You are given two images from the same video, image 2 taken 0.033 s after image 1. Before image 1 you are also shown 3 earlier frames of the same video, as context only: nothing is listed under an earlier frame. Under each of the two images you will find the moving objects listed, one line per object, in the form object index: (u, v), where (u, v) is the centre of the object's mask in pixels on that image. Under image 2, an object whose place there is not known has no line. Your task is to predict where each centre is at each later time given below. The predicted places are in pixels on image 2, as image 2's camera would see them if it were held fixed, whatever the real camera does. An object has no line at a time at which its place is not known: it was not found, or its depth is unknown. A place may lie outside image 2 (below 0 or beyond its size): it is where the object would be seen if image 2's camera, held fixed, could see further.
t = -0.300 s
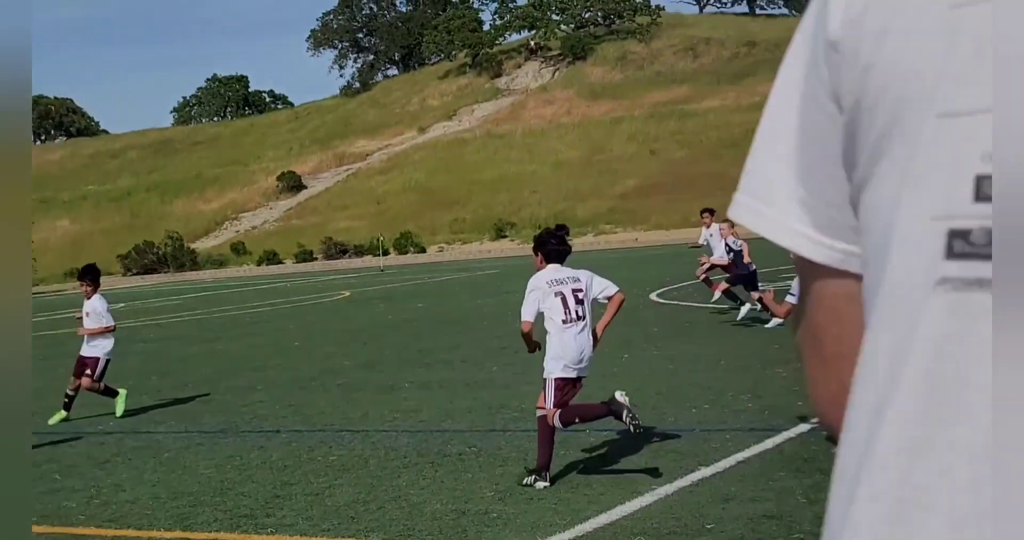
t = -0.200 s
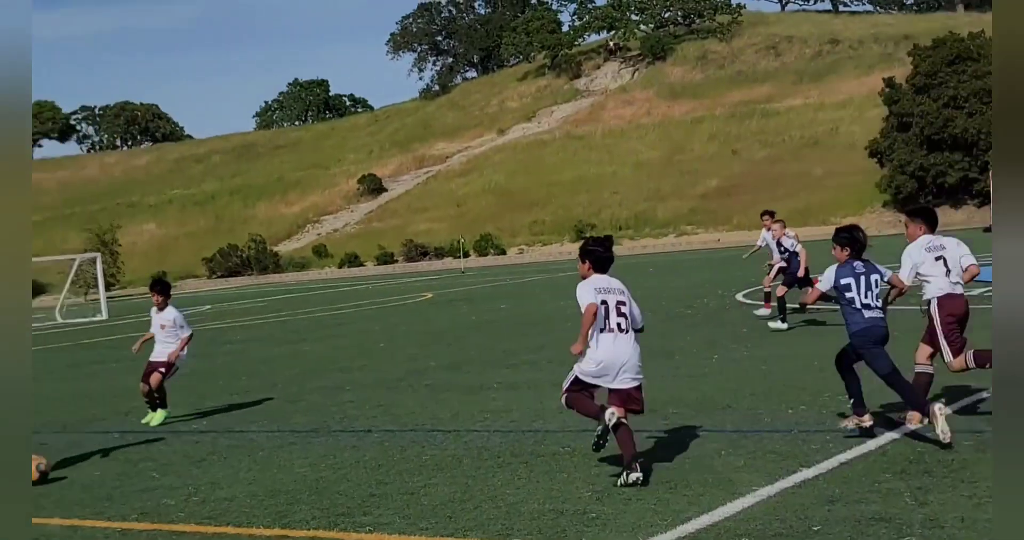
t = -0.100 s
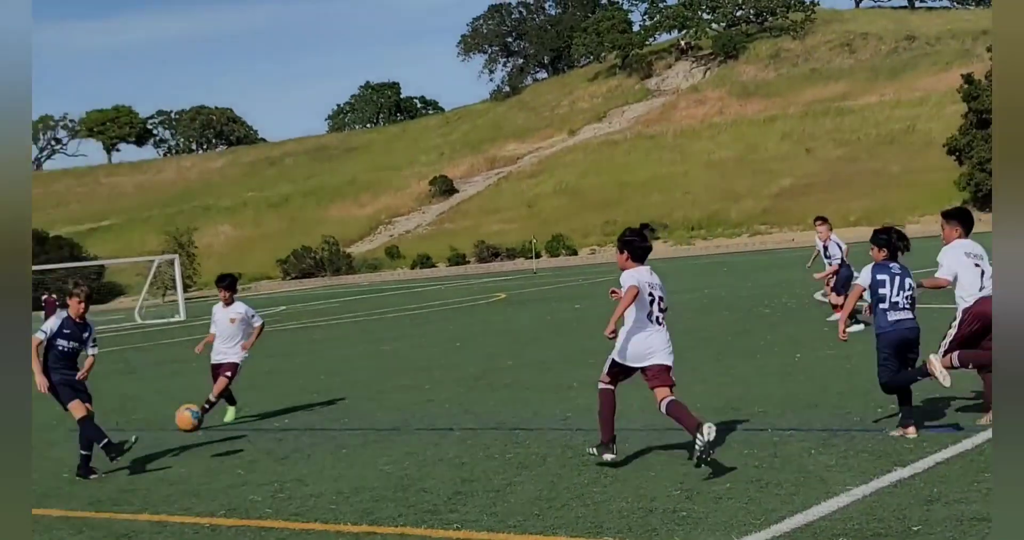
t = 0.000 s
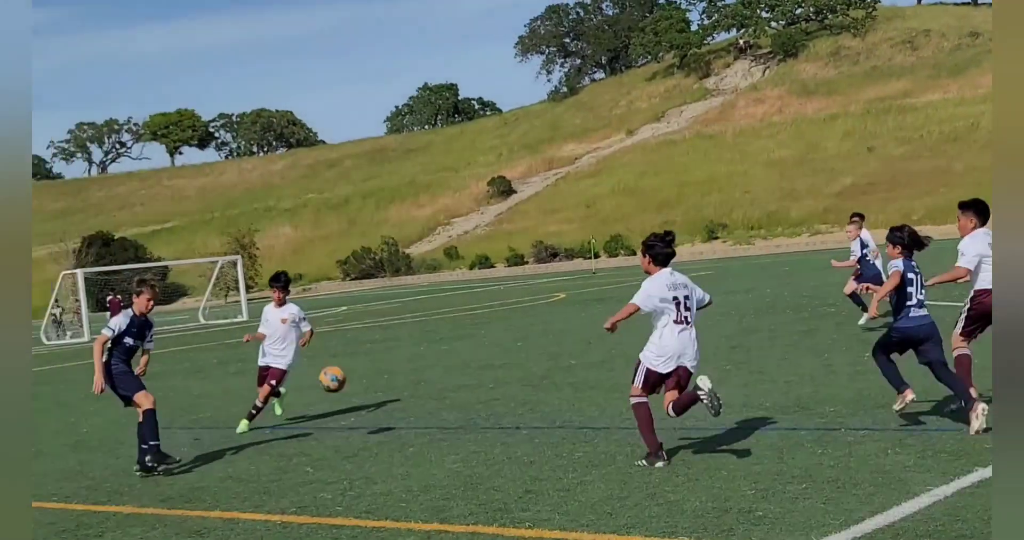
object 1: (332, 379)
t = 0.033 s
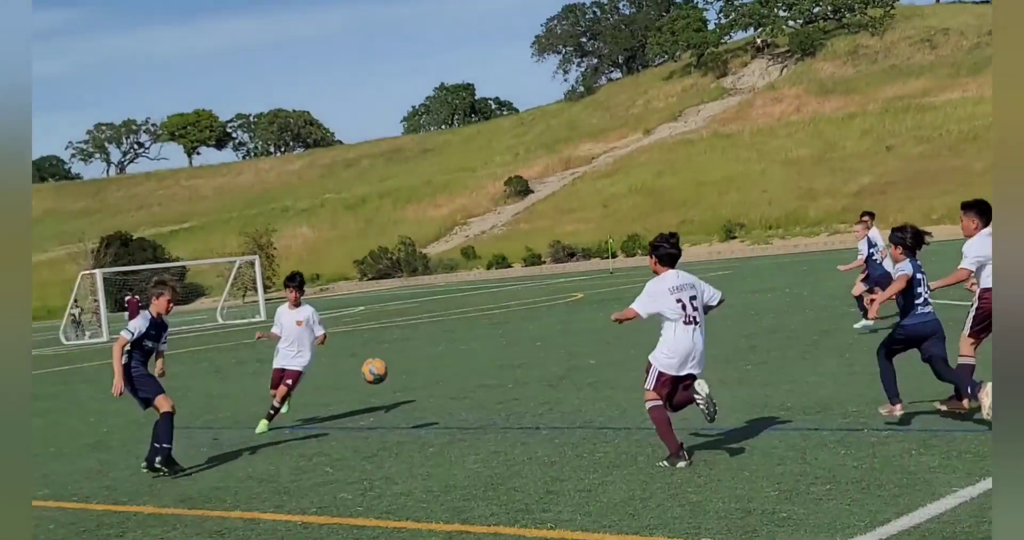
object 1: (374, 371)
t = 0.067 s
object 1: (396, 364)
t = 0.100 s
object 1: (417, 359)
